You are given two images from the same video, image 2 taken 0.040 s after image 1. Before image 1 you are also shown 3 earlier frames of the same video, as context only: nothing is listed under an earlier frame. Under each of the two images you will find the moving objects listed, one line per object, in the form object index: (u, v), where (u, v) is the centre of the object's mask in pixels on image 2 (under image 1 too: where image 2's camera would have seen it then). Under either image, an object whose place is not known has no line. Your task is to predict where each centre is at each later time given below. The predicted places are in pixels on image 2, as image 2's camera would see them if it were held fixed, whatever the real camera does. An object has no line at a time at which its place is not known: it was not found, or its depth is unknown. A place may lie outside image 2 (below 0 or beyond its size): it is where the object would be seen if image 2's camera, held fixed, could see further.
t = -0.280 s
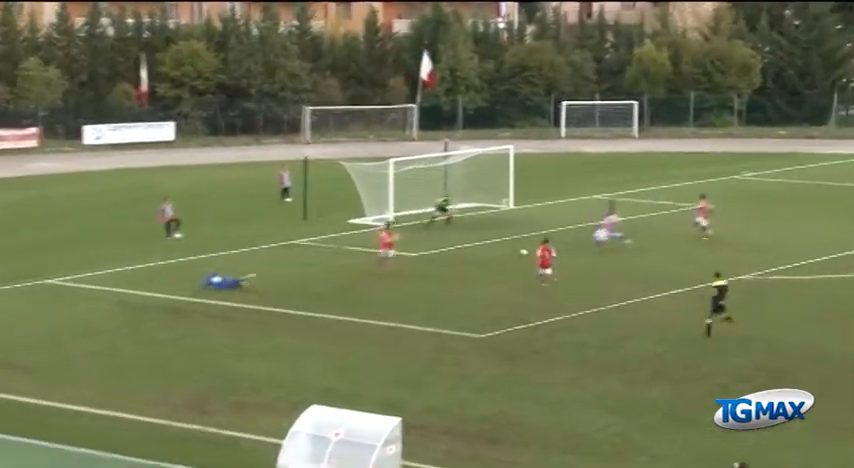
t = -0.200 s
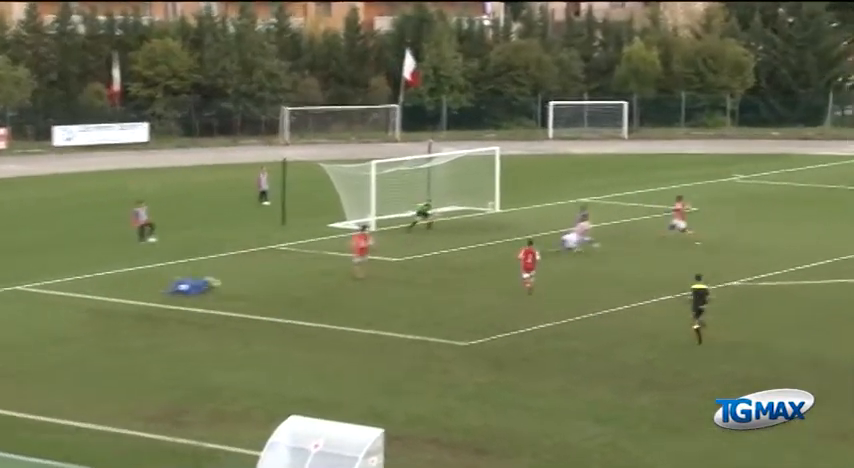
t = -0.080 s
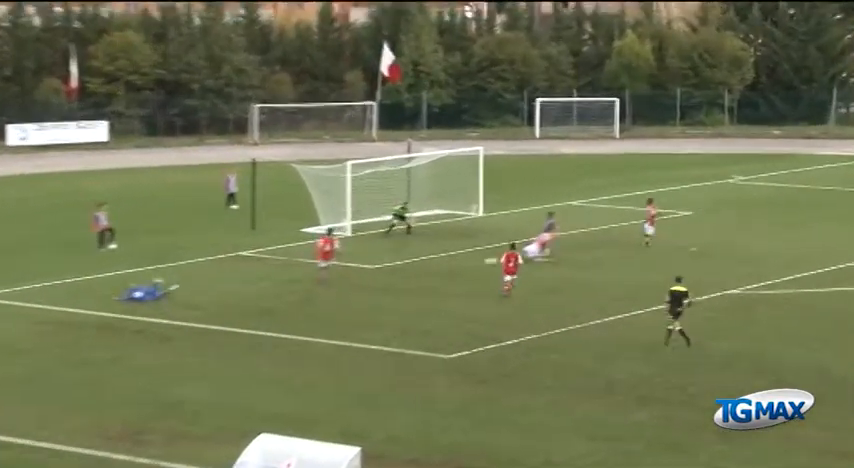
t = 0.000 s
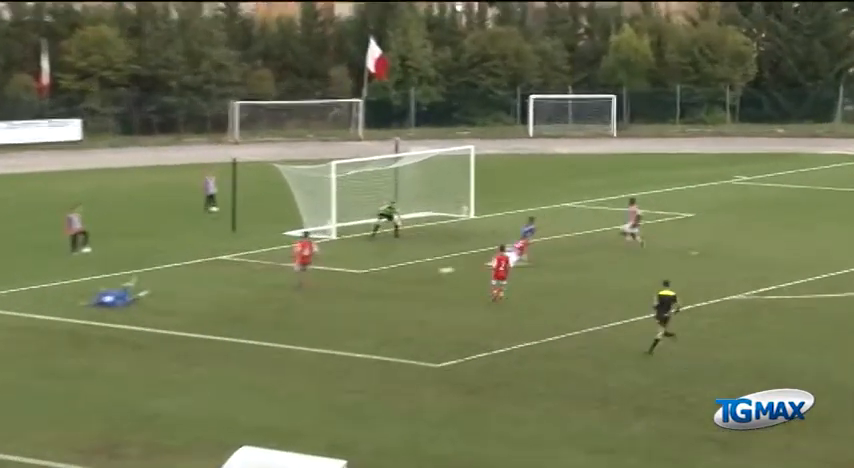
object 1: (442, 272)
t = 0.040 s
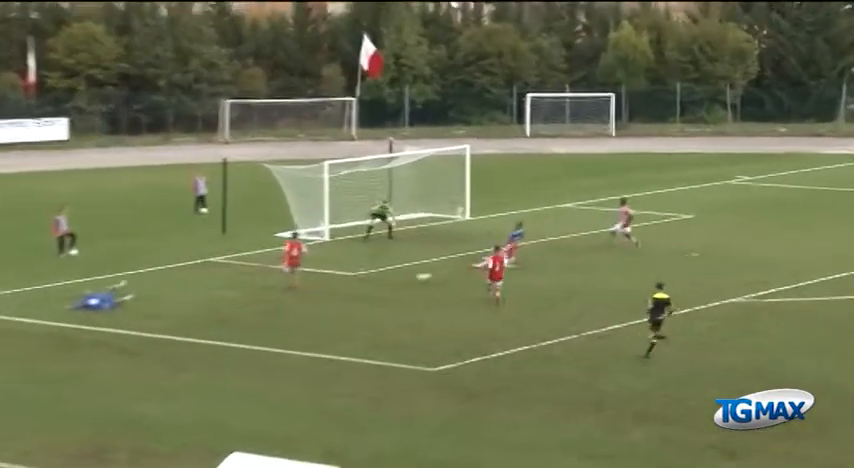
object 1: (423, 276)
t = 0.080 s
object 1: (404, 280)
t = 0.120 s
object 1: (387, 285)
